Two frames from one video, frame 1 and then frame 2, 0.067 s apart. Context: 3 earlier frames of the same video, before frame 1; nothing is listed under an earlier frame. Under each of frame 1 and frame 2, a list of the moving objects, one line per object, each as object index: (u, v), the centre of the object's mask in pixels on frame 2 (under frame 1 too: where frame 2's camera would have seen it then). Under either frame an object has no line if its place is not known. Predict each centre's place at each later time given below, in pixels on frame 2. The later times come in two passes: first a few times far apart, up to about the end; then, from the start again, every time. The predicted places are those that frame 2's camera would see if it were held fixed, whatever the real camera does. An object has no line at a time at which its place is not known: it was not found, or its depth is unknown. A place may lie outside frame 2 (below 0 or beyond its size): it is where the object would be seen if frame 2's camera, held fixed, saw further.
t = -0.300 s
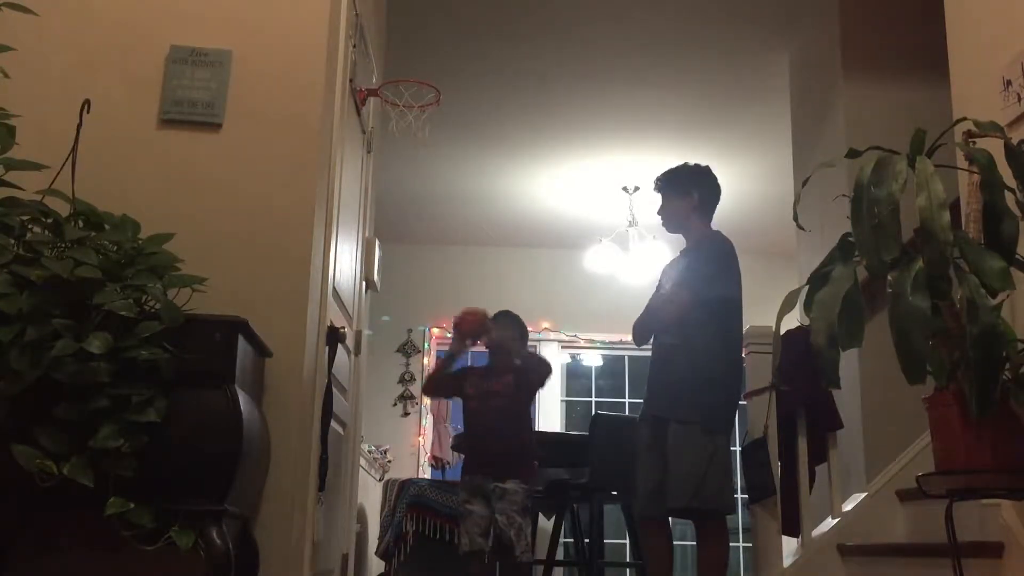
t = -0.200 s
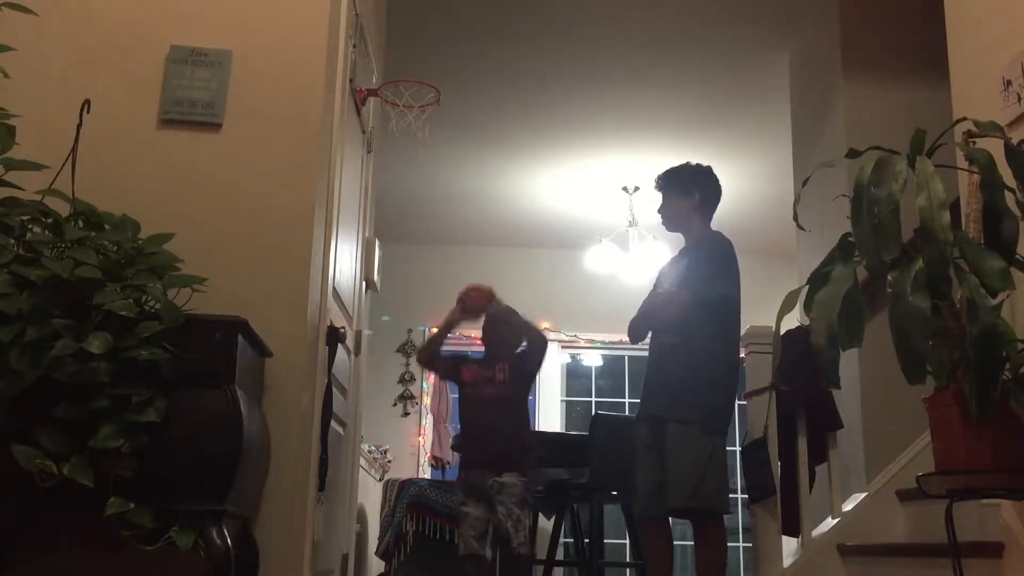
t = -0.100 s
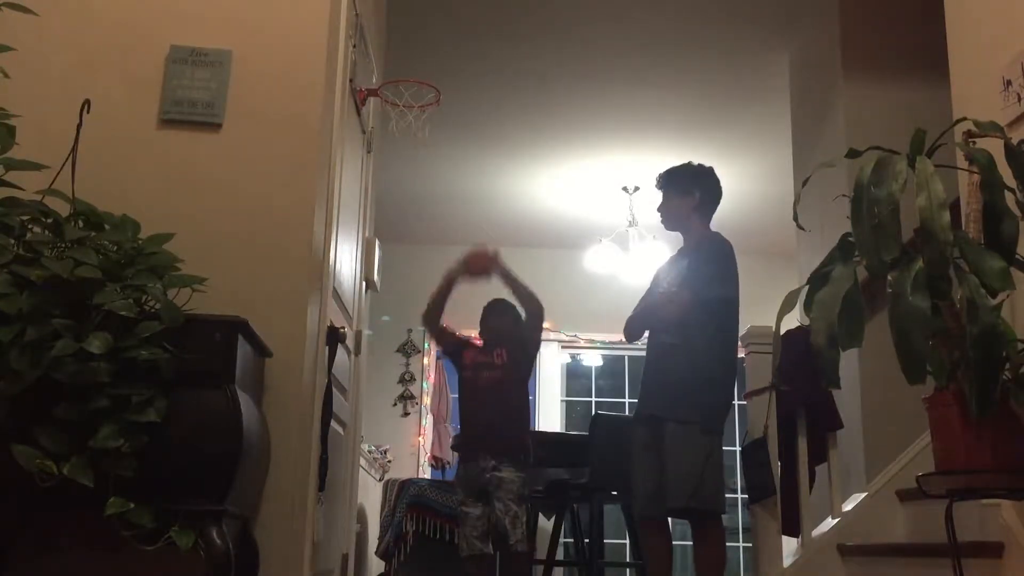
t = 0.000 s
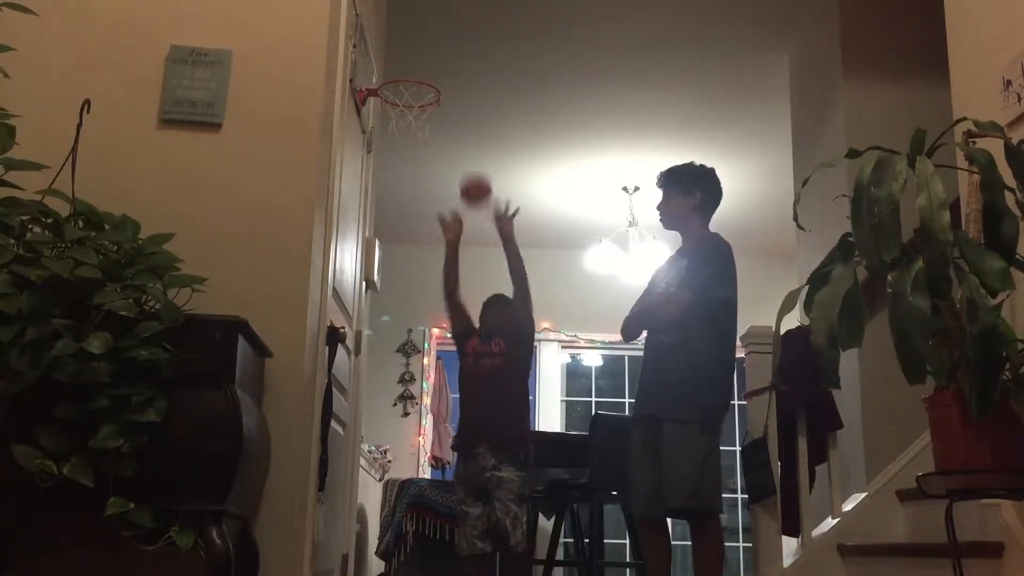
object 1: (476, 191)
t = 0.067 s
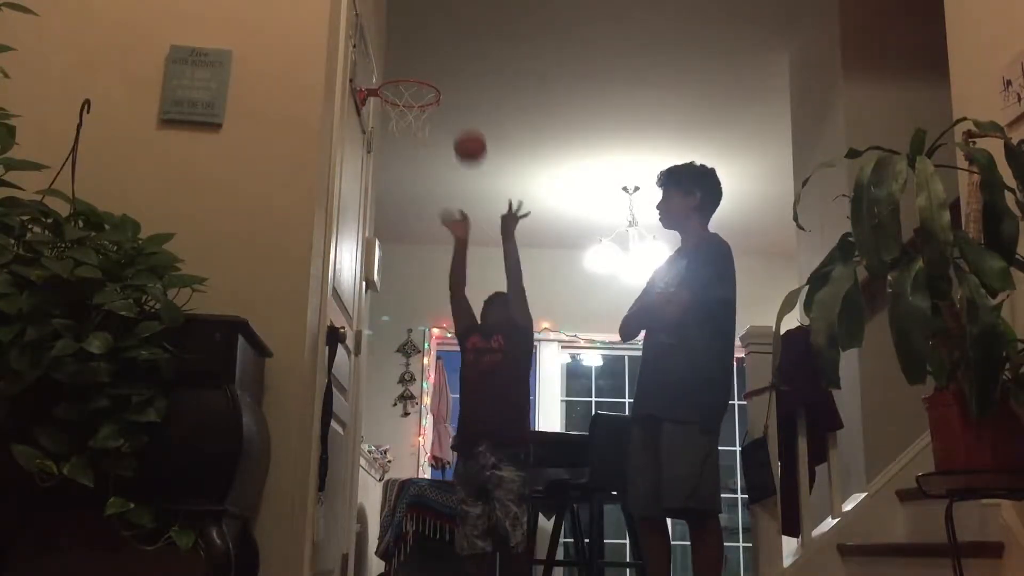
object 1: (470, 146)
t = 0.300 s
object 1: (447, 66)
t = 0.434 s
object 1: (431, 74)
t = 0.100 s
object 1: (467, 128)
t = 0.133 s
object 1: (464, 111)
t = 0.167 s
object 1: (460, 97)
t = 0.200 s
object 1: (458, 86)
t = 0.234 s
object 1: (454, 77)
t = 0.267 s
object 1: (450, 70)
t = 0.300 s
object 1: (447, 66)
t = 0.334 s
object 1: (443, 64)
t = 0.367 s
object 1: (439, 66)
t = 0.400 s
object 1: (435, 70)
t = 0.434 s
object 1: (431, 74)
